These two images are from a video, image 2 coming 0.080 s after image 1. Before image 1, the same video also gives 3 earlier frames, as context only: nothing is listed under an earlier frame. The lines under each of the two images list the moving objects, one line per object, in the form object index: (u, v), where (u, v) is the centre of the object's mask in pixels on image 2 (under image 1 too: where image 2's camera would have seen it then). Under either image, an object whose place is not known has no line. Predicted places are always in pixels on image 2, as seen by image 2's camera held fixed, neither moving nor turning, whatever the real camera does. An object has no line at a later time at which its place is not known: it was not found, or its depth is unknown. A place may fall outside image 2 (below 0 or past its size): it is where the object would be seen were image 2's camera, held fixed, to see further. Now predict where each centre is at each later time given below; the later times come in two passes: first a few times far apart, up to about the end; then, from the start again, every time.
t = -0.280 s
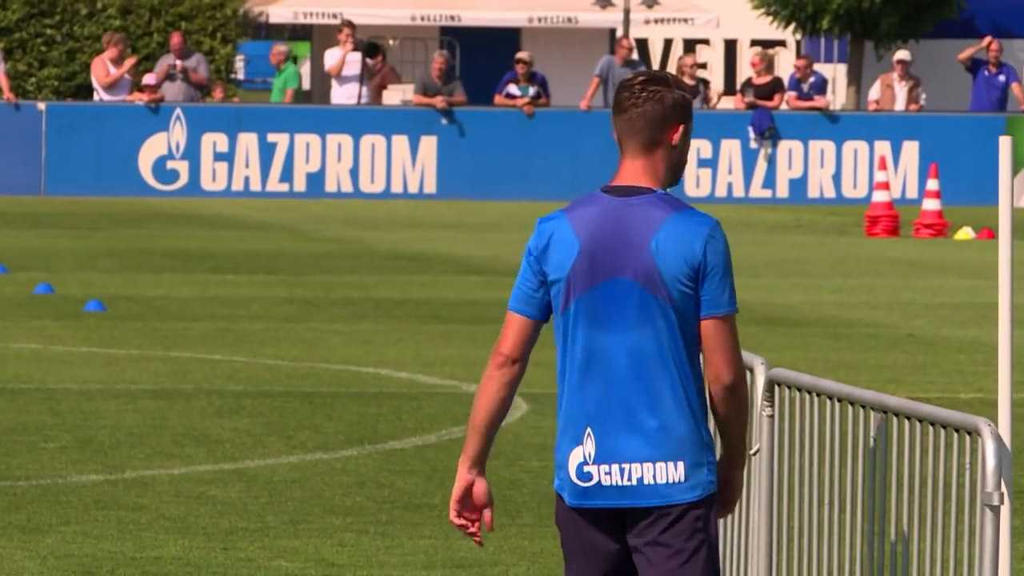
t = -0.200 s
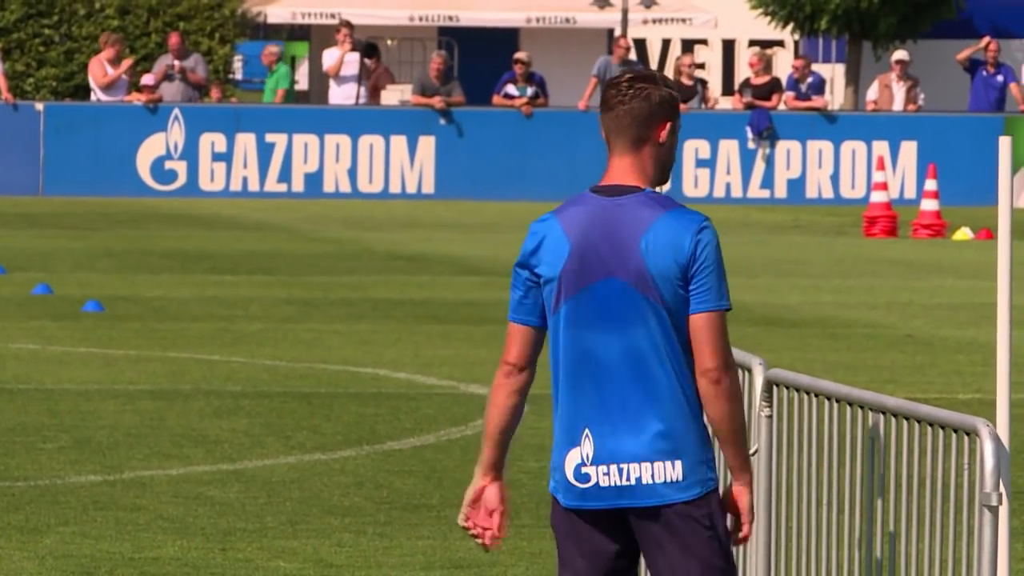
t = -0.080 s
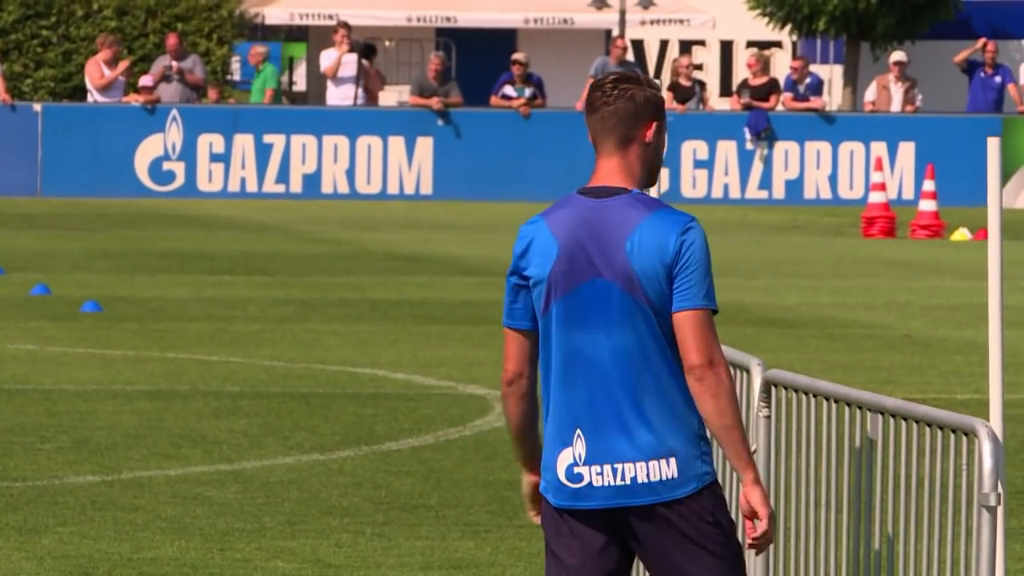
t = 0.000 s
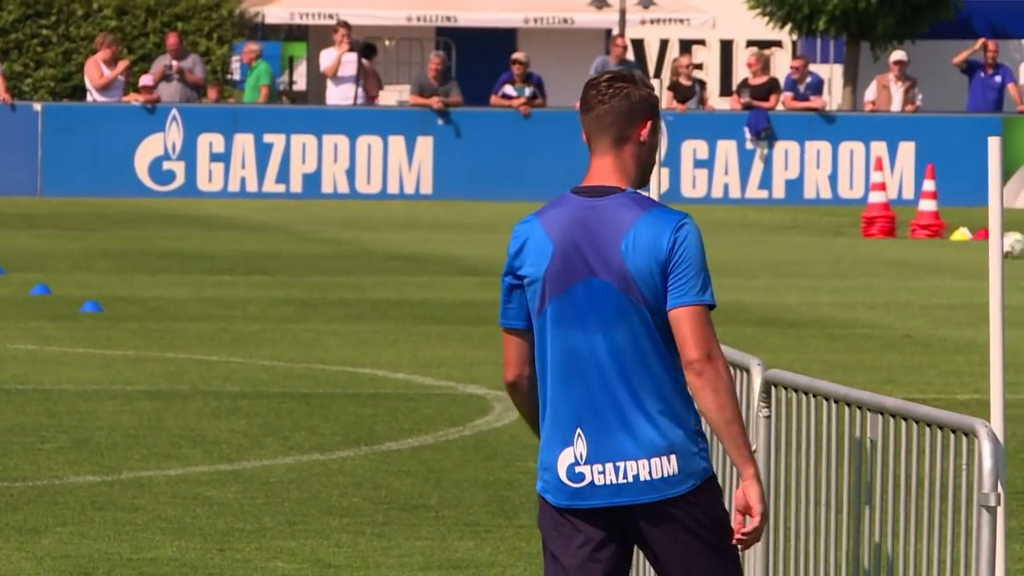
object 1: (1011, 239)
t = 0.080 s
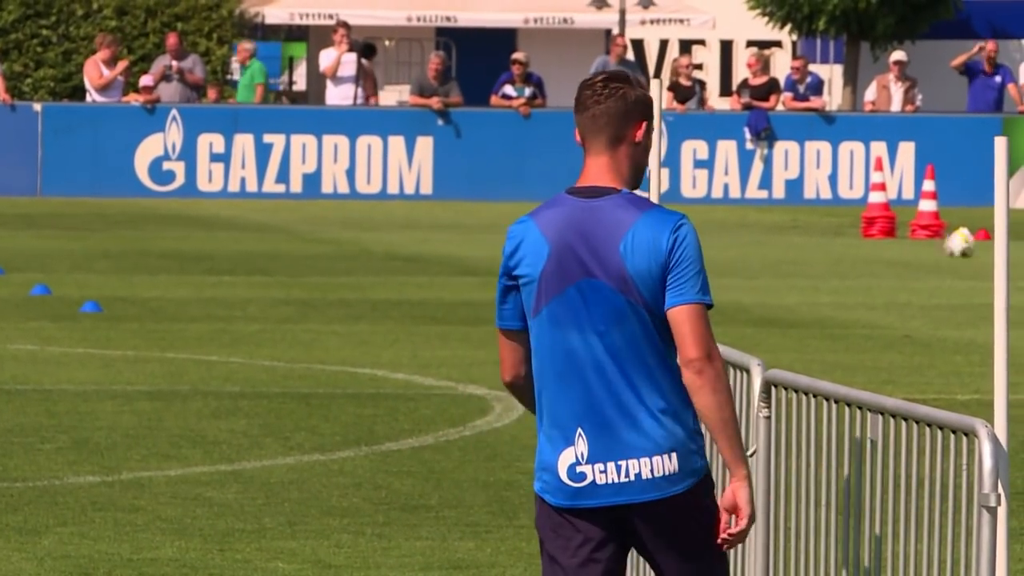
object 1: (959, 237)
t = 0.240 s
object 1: (861, 235)
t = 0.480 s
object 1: (729, 233)
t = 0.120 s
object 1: (937, 237)
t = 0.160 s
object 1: (911, 237)
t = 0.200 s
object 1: (885, 237)
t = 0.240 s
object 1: (861, 235)
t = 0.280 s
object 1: (839, 235)
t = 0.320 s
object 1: (818, 232)
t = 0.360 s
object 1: (796, 235)
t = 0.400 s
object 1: (772, 233)
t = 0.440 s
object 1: (750, 234)
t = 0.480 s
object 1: (729, 233)
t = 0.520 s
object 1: (714, 234)
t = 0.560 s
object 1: (687, 233)
